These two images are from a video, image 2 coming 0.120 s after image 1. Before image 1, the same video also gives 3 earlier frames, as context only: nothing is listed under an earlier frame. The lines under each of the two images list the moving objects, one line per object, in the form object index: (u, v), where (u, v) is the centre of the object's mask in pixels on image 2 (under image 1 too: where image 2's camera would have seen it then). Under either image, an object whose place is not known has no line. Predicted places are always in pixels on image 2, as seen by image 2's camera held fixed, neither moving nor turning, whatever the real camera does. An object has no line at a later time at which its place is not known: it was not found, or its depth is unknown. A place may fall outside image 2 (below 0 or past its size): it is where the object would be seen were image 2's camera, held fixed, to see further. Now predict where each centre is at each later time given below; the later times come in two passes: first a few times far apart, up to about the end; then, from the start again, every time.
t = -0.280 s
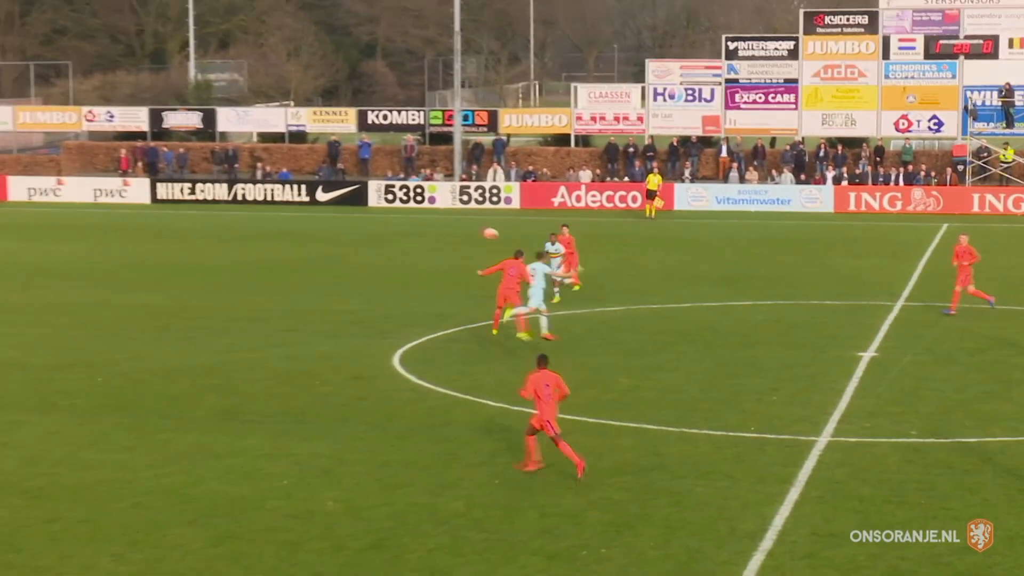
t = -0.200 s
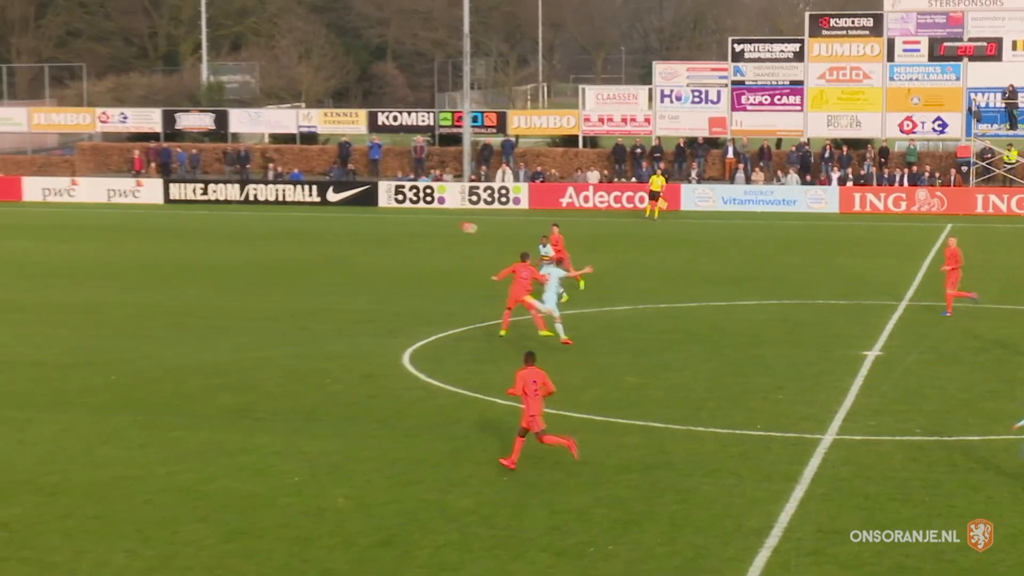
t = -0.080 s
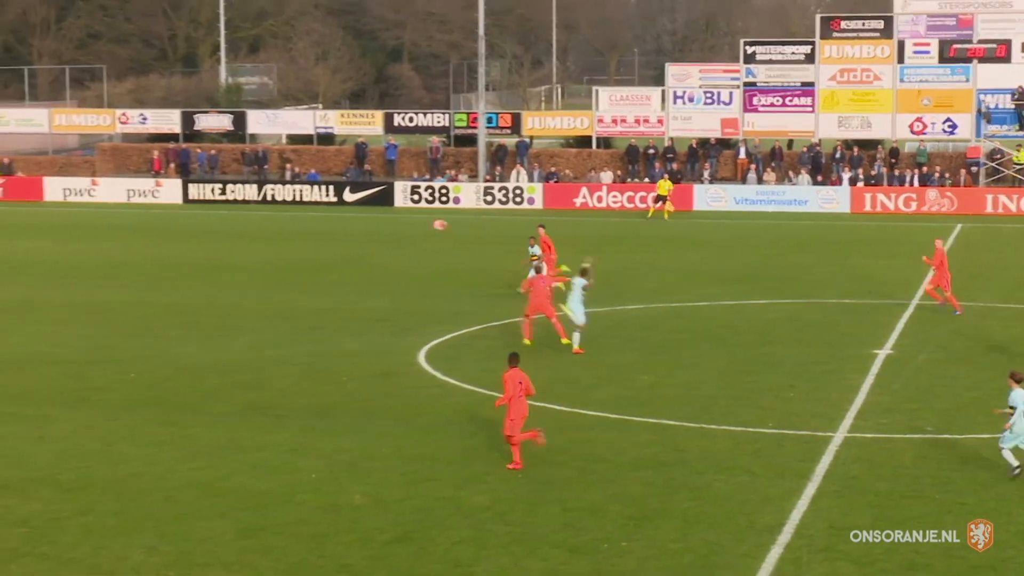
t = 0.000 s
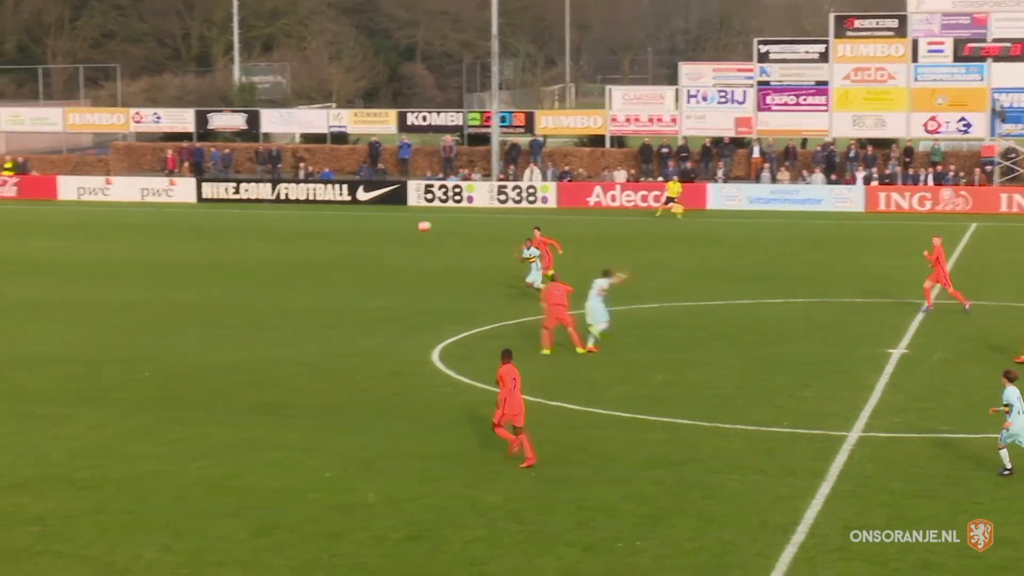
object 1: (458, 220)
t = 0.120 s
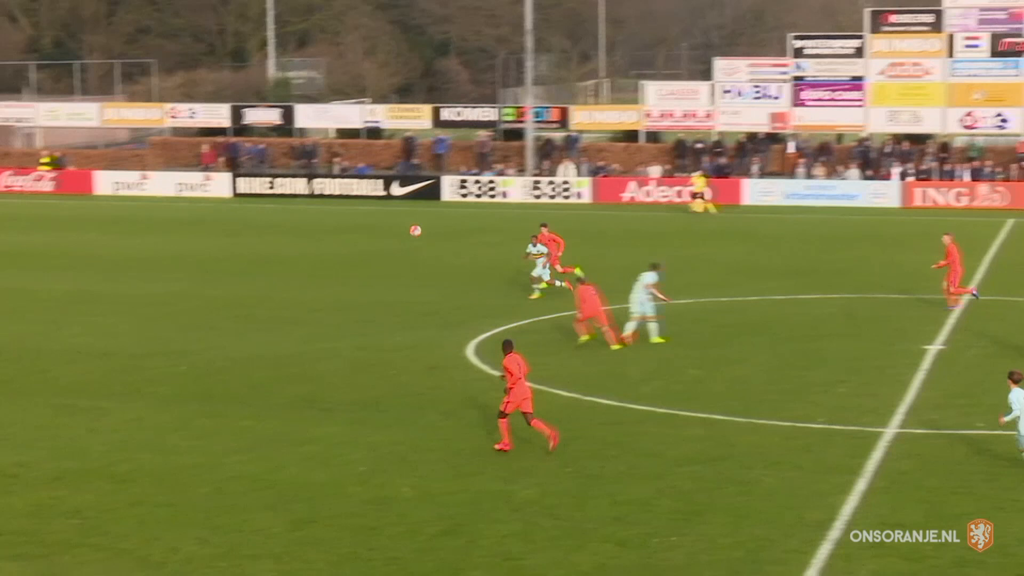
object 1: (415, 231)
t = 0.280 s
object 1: (359, 255)
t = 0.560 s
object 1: (262, 330)
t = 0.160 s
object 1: (401, 236)
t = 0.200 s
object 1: (387, 241)
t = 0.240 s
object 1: (373, 247)
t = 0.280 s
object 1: (359, 255)
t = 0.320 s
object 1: (345, 263)
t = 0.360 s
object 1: (331, 272)
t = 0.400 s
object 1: (317, 282)
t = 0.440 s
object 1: (304, 293)
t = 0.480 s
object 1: (290, 304)
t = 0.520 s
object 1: (276, 317)
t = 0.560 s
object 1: (262, 330)
